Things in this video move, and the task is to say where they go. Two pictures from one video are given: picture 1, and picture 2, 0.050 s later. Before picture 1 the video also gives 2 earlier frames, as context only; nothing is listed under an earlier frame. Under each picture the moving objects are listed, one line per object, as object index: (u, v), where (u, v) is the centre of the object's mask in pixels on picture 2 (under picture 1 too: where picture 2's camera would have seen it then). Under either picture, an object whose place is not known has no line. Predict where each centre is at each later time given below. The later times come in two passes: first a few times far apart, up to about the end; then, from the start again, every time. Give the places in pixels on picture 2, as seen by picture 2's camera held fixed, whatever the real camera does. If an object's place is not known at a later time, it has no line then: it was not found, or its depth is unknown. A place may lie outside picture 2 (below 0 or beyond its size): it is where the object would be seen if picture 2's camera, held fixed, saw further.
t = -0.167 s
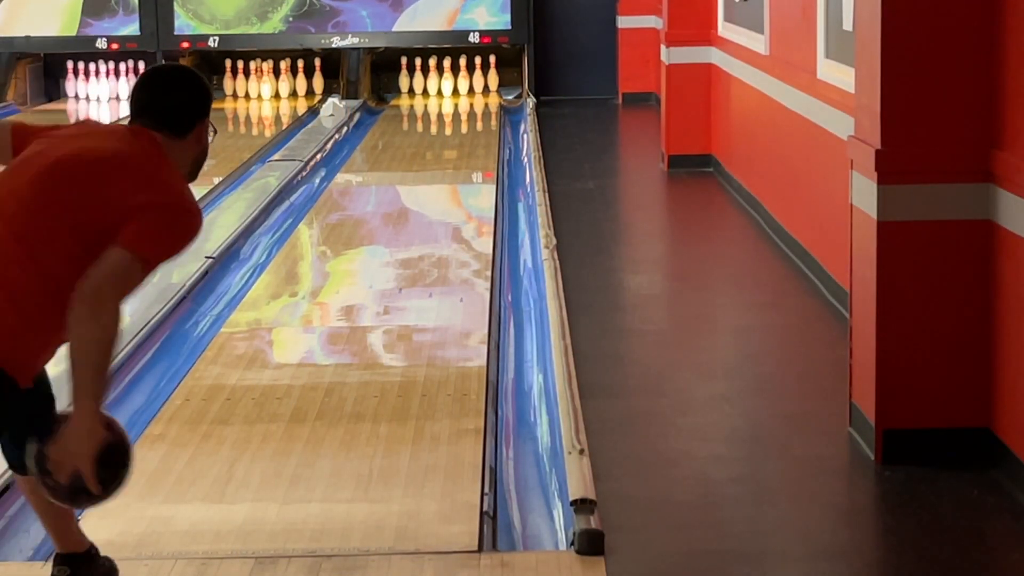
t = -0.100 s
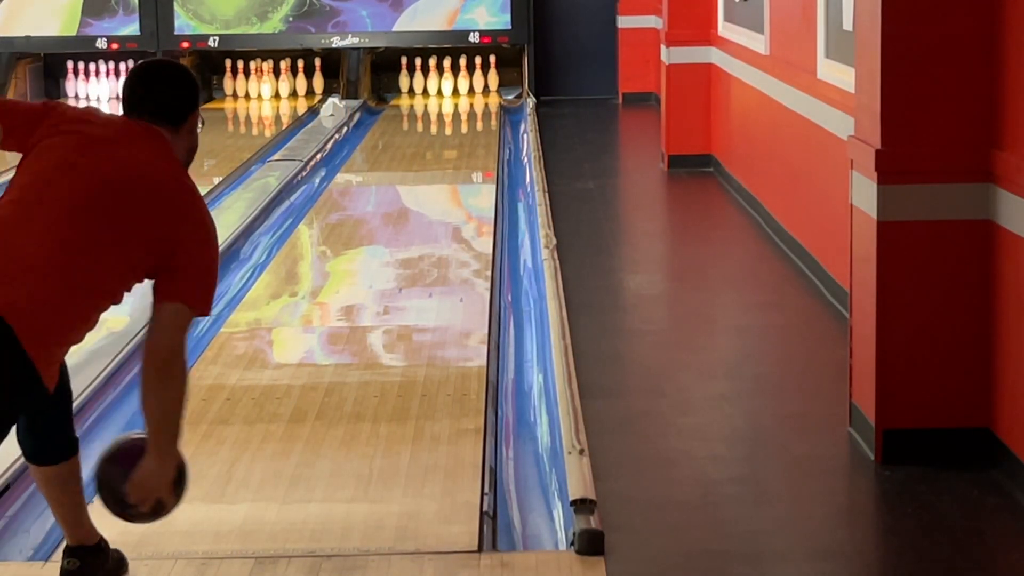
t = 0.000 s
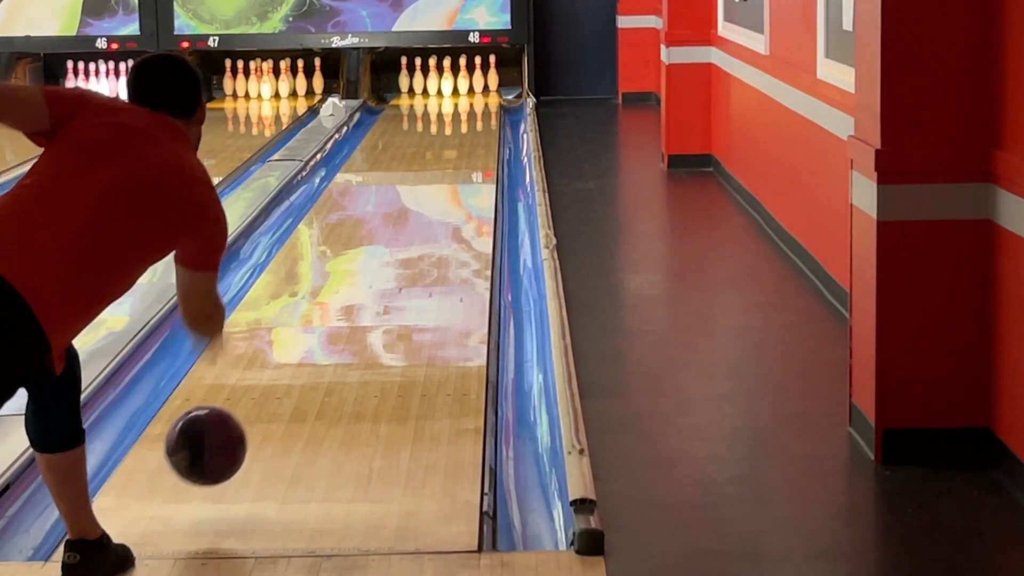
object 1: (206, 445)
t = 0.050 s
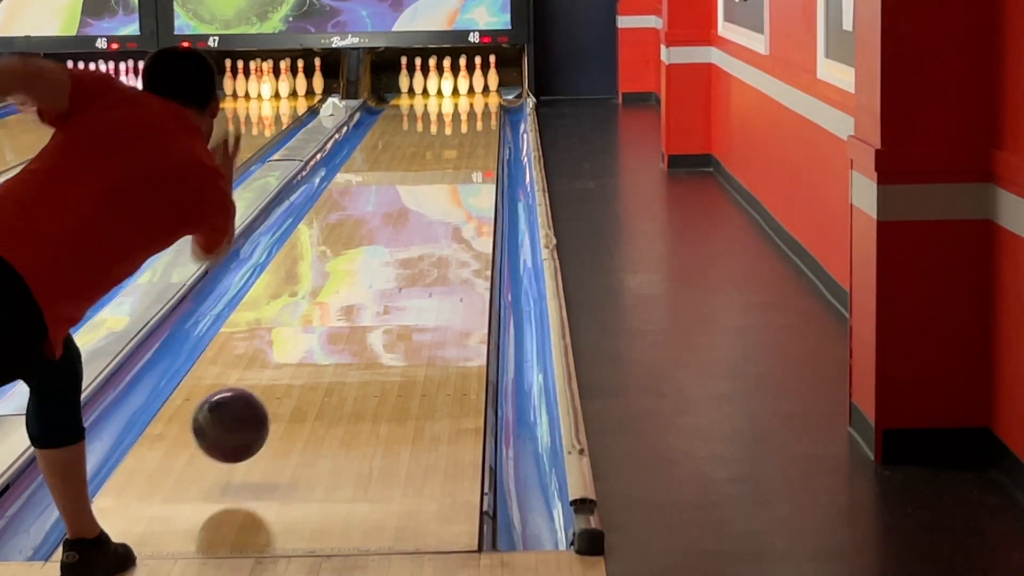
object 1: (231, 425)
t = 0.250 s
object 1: (306, 357)
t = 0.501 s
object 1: (368, 280)
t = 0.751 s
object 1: (410, 229)
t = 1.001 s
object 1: (439, 191)
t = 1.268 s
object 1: (461, 160)
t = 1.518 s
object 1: (476, 138)
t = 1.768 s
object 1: (483, 120)
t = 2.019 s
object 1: (480, 107)
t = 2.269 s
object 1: (468, 96)
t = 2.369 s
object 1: (463, 92)
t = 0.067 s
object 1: (238, 421)
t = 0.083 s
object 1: (246, 417)
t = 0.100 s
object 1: (253, 415)
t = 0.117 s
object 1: (260, 414)
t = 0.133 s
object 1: (267, 404)
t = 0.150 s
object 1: (273, 395)
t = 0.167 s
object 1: (279, 388)
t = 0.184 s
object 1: (285, 381)
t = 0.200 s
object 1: (291, 376)
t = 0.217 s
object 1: (296, 369)
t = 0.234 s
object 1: (301, 363)
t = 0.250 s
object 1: (306, 357)
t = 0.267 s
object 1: (311, 350)
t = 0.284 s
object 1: (316, 345)
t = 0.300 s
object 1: (321, 339)
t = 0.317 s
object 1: (326, 333)
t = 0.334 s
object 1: (330, 328)
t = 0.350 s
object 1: (335, 322)
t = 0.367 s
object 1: (339, 317)
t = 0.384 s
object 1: (343, 312)
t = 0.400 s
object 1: (347, 307)
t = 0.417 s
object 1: (351, 302)
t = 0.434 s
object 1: (354, 298)
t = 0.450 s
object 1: (358, 294)
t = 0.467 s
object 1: (361, 289)
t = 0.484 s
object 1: (365, 285)
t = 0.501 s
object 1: (368, 280)
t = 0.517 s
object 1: (372, 276)
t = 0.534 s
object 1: (375, 272)
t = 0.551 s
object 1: (378, 268)
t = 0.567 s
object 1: (381, 264)
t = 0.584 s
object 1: (384, 261)
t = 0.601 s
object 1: (386, 258)
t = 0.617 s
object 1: (389, 254)
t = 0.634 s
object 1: (392, 251)
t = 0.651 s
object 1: (395, 247)
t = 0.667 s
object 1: (398, 244)
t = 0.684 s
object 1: (400, 241)
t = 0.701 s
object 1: (403, 238)
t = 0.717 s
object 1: (405, 234)
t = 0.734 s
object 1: (407, 231)
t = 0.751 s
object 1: (410, 229)
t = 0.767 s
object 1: (412, 226)
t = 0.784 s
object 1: (414, 223)
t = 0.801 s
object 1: (416, 220)
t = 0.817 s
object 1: (419, 217)
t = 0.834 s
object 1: (421, 215)
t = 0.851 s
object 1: (423, 212)
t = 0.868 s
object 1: (424, 210)
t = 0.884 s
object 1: (426, 207)
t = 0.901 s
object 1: (428, 204)
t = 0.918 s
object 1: (430, 202)
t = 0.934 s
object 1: (432, 199)
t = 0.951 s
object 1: (434, 197)
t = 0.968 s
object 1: (436, 195)
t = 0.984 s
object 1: (437, 193)
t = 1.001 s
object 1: (439, 191)
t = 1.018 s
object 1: (441, 189)
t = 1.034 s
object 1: (442, 187)
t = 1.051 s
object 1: (444, 185)
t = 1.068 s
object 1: (445, 183)
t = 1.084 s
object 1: (447, 181)
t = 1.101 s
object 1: (448, 178)
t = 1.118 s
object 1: (450, 176)
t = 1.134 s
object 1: (451, 174)
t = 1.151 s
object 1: (453, 173)
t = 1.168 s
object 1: (454, 171)
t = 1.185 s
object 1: (455, 169)
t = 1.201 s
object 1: (456, 167)
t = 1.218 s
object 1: (458, 166)
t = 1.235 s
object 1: (459, 164)
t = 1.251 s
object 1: (460, 162)
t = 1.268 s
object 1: (461, 160)
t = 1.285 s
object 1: (463, 159)
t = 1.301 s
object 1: (464, 157)
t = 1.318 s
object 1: (465, 156)
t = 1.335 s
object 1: (466, 154)
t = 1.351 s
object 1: (467, 152)
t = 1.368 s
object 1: (468, 151)
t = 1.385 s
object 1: (469, 149)
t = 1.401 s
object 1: (470, 148)
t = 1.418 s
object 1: (471, 146)
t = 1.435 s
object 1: (472, 145)
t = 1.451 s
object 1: (472, 144)
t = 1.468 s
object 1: (473, 142)
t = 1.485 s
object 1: (474, 142)
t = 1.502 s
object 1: (475, 140)
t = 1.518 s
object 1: (476, 138)
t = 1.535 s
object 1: (476, 137)
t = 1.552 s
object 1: (477, 136)
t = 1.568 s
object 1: (478, 135)
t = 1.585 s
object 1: (479, 133)
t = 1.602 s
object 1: (479, 132)
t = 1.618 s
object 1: (480, 131)
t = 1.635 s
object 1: (480, 130)
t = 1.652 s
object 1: (481, 129)
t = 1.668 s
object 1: (481, 127)
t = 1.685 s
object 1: (481, 126)
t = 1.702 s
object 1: (481, 125)
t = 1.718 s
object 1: (482, 124)
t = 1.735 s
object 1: (482, 123)
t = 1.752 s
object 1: (483, 121)
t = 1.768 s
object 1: (483, 120)
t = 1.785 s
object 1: (483, 119)
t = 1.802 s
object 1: (483, 118)
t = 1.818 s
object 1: (483, 117)
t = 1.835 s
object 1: (483, 117)
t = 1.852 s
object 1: (483, 116)
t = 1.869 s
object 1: (483, 115)
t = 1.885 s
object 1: (483, 114)
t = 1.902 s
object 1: (483, 113)
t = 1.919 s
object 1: (483, 112)
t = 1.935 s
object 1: (482, 111)
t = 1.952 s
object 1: (481, 110)
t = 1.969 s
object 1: (481, 110)
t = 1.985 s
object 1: (481, 109)
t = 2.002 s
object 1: (480, 108)
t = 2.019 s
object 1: (480, 107)
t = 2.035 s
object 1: (480, 106)
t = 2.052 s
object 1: (479, 106)
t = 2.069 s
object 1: (478, 105)
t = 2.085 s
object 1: (478, 104)
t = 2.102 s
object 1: (477, 103)
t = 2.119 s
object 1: (476, 102)
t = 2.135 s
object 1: (475, 102)
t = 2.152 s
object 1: (475, 101)
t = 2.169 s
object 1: (474, 100)
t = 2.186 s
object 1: (472, 99)
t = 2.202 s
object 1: (471, 99)
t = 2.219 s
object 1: (470, 98)
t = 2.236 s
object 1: (470, 97)
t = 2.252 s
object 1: (469, 97)
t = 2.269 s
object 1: (468, 96)
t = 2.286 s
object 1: (467, 95)
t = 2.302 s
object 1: (465, 94)
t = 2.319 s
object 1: (465, 94)
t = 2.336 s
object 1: (464, 93)
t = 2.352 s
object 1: (464, 92)
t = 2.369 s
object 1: (463, 92)
